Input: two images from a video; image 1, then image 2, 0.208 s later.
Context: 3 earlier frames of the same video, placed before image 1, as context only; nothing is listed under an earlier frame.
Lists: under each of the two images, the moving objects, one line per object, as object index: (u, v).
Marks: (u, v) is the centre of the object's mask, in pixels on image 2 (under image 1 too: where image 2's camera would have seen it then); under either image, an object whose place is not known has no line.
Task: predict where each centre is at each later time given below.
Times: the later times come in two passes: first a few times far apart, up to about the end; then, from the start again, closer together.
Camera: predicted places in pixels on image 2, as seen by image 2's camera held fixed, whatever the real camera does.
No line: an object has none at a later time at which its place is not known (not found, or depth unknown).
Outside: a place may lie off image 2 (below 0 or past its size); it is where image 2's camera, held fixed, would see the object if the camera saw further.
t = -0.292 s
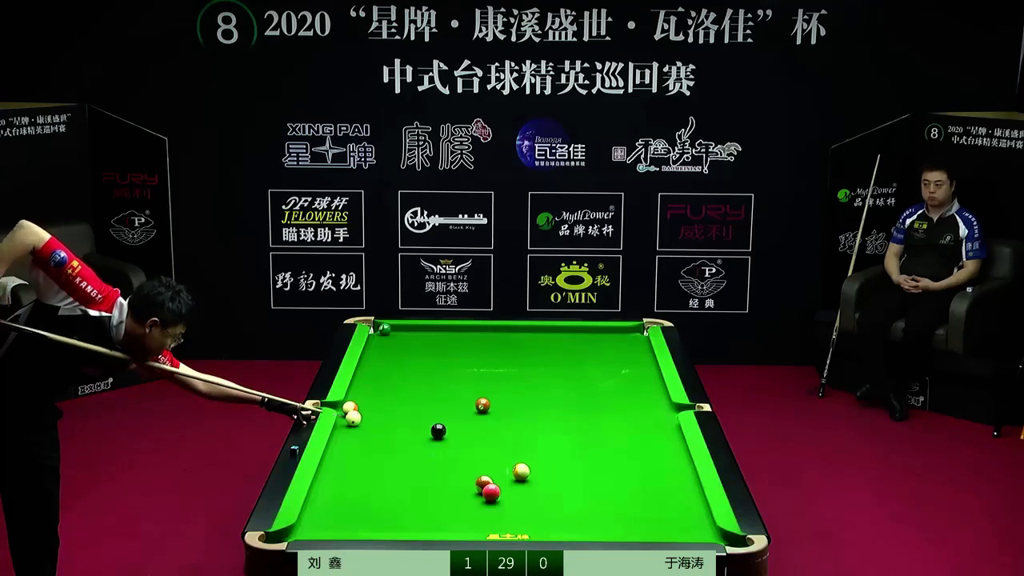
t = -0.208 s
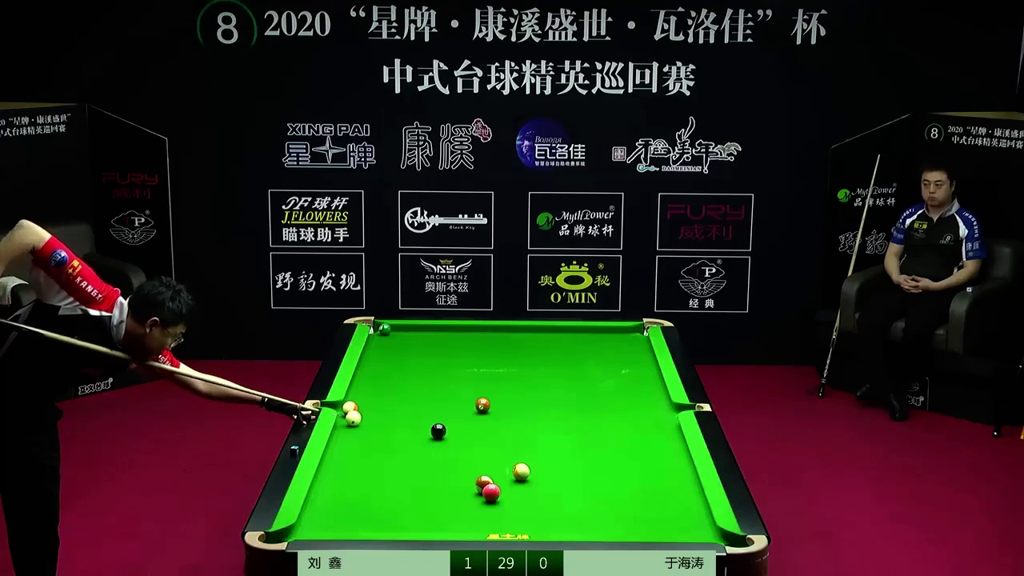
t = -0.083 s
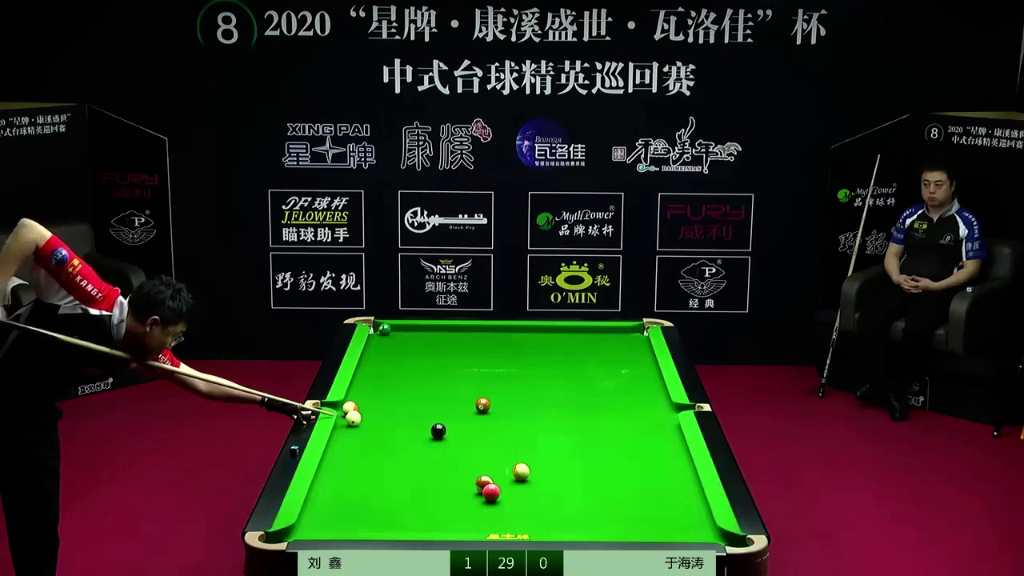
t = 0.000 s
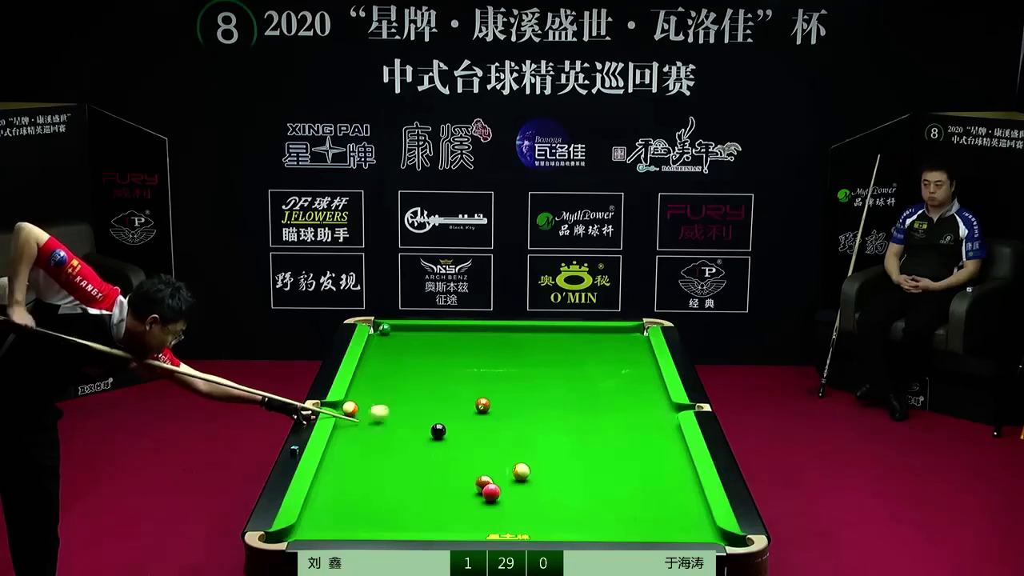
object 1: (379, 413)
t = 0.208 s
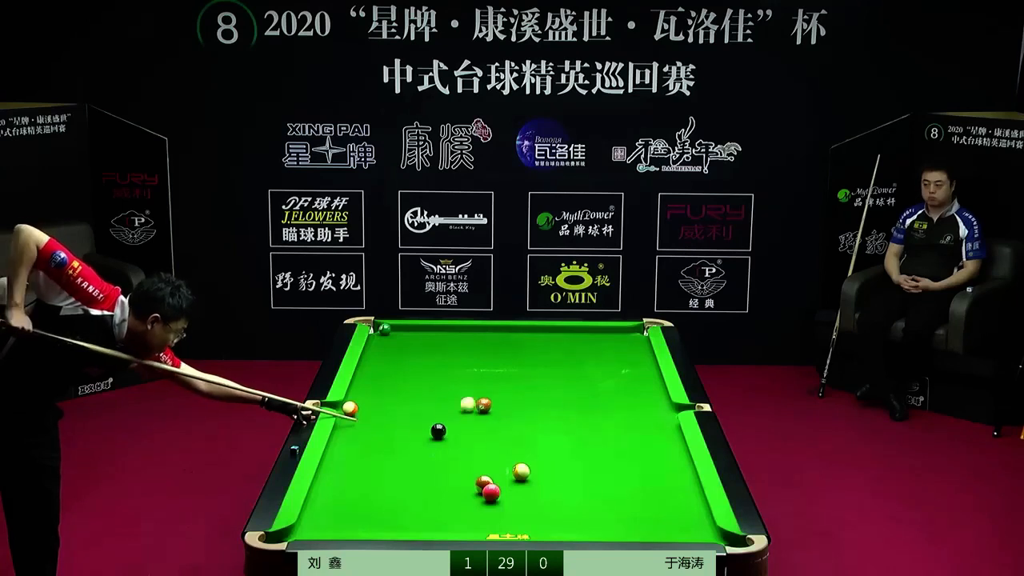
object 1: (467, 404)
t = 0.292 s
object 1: (472, 399)
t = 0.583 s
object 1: (478, 388)
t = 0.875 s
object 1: (484, 378)
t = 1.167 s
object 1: (490, 369)
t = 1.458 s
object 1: (496, 360)
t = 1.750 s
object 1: (502, 352)
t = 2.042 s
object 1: (506, 345)
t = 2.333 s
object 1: (511, 338)
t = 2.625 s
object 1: (515, 333)
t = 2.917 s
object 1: (518, 328)
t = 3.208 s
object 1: (521, 331)
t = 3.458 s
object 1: (522, 334)
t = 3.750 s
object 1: (524, 336)
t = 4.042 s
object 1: (526, 338)
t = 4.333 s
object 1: (528, 340)
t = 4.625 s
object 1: (529, 341)
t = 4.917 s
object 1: (530, 342)
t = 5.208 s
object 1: (531, 342)
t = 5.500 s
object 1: (531, 342)
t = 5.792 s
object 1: (531, 342)
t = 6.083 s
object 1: (530, 342)
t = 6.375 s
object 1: (530, 342)
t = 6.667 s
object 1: (530, 342)
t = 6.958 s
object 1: (530, 342)
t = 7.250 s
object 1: (530, 342)
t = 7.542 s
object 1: (530, 342)
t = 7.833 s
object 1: (530, 342)
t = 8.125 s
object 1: (530, 342)
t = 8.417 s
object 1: (530, 342)
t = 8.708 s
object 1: (530, 342)
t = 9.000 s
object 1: (530, 342)
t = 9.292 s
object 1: (530, 342)
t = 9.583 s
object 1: (531, 342)
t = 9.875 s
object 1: (531, 342)
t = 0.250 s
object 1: (470, 401)
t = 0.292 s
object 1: (472, 399)
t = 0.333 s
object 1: (473, 397)
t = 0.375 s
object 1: (474, 395)
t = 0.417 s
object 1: (474, 394)
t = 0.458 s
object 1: (475, 392)
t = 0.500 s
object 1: (477, 391)
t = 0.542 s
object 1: (477, 389)
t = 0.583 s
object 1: (478, 388)
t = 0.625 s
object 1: (479, 387)
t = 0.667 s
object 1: (480, 385)
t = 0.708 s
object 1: (481, 384)
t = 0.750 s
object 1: (482, 382)
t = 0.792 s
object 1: (483, 381)
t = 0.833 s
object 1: (484, 379)
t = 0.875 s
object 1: (484, 378)
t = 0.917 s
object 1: (485, 377)
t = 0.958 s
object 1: (486, 375)
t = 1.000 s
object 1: (487, 374)
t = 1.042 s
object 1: (488, 373)
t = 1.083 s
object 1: (488, 372)
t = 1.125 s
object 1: (489, 370)
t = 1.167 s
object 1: (490, 369)
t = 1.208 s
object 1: (491, 368)
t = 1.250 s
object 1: (492, 366)
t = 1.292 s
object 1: (493, 364)
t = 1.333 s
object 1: (494, 363)
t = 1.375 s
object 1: (495, 362)
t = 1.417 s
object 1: (496, 361)
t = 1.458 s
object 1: (496, 360)
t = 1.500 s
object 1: (497, 358)
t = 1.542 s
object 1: (498, 357)
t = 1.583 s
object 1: (499, 356)
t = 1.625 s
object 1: (499, 355)
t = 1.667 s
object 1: (500, 354)
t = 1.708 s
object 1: (501, 353)
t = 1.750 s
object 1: (502, 352)
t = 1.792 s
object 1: (502, 351)
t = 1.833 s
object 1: (503, 350)
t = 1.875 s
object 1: (504, 349)
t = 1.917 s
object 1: (504, 348)
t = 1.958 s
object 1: (505, 347)
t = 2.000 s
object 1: (506, 346)
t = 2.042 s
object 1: (506, 345)
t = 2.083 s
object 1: (507, 344)
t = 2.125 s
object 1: (507, 343)
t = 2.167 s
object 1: (508, 343)
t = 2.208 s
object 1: (509, 342)
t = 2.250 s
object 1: (510, 340)
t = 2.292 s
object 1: (511, 339)
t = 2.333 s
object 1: (511, 338)
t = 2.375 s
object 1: (512, 338)
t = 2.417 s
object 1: (512, 337)
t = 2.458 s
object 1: (513, 336)
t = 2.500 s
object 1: (513, 335)
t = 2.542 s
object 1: (514, 334)
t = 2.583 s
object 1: (514, 334)
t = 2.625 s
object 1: (515, 333)
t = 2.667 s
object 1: (516, 332)
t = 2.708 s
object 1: (516, 331)
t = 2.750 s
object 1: (517, 331)
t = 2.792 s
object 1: (517, 330)
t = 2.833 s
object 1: (518, 329)
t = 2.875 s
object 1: (518, 328)
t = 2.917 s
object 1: (518, 328)
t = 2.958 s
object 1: (519, 329)
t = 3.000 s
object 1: (519, 329)
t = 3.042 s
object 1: (520, 330)
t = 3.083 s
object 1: (520, 330)
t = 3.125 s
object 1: (520, 330)
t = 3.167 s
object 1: (520, 331)
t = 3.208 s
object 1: (521, 331)
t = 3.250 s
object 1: (521, 332)
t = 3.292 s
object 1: (521, 332)
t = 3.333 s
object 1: (521, 333)
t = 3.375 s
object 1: (522, 333)
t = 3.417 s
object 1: (522, 334)
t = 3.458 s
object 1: (522, 334)
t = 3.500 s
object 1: (523, 334)
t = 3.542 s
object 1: (523, 334)
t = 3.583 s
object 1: (523, 335)
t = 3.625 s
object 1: (523, 335)
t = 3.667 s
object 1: (524, 336)
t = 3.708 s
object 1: (524, 336)
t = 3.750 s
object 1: (524, 336)
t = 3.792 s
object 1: (524, 337)
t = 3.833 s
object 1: (525, 337)
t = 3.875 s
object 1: (525, 337)
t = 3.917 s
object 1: (525, 337)
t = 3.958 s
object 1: (526, 338)
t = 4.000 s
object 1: (526, 338)
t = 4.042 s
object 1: (526, 338)
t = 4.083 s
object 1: (526, 338)
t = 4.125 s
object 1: (527, 339)
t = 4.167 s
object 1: (527, 339)
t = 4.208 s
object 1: (527, 339)
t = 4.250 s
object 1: (528, 339)
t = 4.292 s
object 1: (528, 340)
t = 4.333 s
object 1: (528, 340)
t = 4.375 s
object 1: (528, 340)
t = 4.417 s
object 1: (528, 340)
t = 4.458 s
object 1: (529, 340)
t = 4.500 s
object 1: (529, 341)
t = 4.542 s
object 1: (529, 341)
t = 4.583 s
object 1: (529, 341)
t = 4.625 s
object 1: (529, 341)
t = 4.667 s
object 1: (530, 341)
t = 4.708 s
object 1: (530, 341)
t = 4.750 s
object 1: (530, 341)
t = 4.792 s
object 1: (530, 341)
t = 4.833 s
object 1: (530, 341)
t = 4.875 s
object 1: (530, 341)
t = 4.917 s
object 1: (530, 342)
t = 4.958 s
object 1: (530, 342)
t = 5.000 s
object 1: (530, 342)
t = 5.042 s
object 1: (531, 342)
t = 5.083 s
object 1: (531, 342)
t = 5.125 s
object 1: (531, 342)
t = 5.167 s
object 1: (530, 342)
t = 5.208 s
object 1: (531, 342)
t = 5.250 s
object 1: (531, 342)
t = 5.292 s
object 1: (531, 342)
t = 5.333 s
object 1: (531, 342)
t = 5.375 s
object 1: (531, 342)
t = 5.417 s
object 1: (531, 342)
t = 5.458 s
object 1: (531, 342)
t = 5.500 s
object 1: (531, 342)
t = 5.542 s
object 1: (531, 342)
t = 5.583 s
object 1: (531, 342)
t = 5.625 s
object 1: (530, 342)
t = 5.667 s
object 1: (530, 342)
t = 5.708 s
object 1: (531, 342)
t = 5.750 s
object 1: (531, 342)
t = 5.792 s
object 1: (531, 342)
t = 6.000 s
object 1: (530, 342)
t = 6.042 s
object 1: (531, 342)
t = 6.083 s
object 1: (530, 342)
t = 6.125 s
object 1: (530, 342)
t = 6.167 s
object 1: (531, 342)
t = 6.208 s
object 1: (530, 342)
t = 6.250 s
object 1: (530, 342)
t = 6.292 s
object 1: (530, 342)
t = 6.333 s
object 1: (530, 342)
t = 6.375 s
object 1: (530, 342)
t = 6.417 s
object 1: (530, 342)
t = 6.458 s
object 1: (531, 342)
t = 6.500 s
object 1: (530, 342)
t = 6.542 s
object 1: (530, 342)
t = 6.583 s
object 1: (530, 342)
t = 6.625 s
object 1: (530, 342)
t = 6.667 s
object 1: (530, 342)
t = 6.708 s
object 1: (530, 342)
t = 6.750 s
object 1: (531, 342)
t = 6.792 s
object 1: (530, 342)
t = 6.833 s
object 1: (530, 342)
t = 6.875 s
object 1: (530, 342)
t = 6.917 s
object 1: (530, 342)
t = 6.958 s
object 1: (530, 342)
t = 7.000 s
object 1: (530, 342)
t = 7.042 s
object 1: (531, 342)
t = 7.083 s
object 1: (530, 342)
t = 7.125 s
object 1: (530, 342)
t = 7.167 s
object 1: (530, 342)
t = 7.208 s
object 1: (530, 342)
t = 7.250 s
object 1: (530, 342)
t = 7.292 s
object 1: (530, 342)
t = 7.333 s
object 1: (530, 342)
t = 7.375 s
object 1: (530, 342)
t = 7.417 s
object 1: (530, 342)
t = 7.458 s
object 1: (530, 342)
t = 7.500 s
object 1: (530, 342)
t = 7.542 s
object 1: (530, 342)
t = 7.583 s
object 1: (530, 342)
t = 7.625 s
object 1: (530, 342)
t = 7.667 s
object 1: (530, 342)
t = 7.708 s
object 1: (530, 342)
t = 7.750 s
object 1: (530, 342)
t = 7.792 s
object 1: (530, 342)
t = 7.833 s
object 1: (530, 342)
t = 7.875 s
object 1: (530, 342)
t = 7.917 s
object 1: (530, 342)
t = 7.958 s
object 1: (531, 342)
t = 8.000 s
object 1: (530, 342)
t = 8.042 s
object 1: (530, 342)
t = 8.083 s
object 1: (530, 342)
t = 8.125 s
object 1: (530, 342)
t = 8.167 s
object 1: (530, 342)
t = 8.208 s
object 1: (530, 342)
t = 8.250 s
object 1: (530, 342)
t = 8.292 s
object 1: (530, 342)
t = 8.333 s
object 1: (530, 342)
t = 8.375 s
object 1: (531, 342)
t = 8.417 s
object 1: (530, 342)
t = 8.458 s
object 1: (530, 342)
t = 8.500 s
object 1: (530, 342)
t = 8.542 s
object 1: (530, 342)
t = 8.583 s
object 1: (531, 342)
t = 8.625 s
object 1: (531, 342)
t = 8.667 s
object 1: (530, 342)
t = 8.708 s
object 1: (530, 342)
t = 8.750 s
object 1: (531, 342)
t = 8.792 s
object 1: (530, 342)
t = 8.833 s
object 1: (530, 342)
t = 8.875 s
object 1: (531, 342)
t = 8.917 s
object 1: (531, 342)
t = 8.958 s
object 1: (531, 342)
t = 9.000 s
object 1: (530, 342)
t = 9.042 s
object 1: (531, 342)
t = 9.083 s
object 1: (530, 342)
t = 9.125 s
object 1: (530, 342)
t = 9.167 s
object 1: (531, 342)
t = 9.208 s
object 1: (530, 342)
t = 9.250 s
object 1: (530, 342)
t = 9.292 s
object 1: (530, 342)
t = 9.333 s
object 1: (531, 342)
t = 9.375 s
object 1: (530, 342)
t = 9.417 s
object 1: (531, 342)
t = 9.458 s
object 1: (530, 342)
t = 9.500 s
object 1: (531, 342)
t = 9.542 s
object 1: (530, 342)
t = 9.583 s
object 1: (531, 342)
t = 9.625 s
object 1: (530, 342)
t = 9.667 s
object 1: (530, 342)
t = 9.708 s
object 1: (530, 342)
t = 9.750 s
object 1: (530, 342)
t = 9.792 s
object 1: (530, 342)
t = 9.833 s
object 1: (530, 342)
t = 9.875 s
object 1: (531, 342)
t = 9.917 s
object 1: (530, 342)
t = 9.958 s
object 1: (531, 342)
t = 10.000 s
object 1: (531, 342)
